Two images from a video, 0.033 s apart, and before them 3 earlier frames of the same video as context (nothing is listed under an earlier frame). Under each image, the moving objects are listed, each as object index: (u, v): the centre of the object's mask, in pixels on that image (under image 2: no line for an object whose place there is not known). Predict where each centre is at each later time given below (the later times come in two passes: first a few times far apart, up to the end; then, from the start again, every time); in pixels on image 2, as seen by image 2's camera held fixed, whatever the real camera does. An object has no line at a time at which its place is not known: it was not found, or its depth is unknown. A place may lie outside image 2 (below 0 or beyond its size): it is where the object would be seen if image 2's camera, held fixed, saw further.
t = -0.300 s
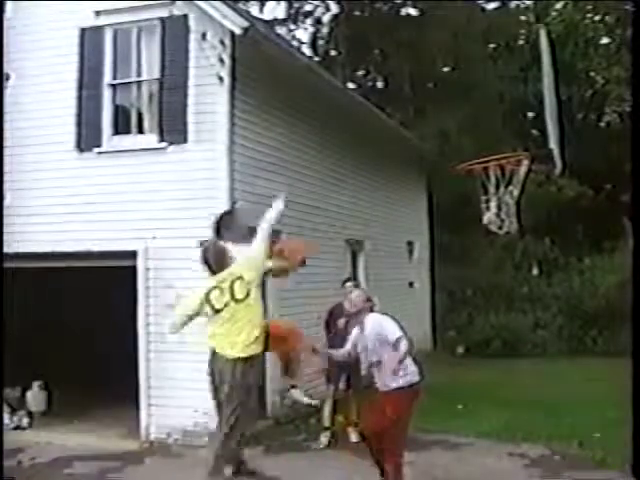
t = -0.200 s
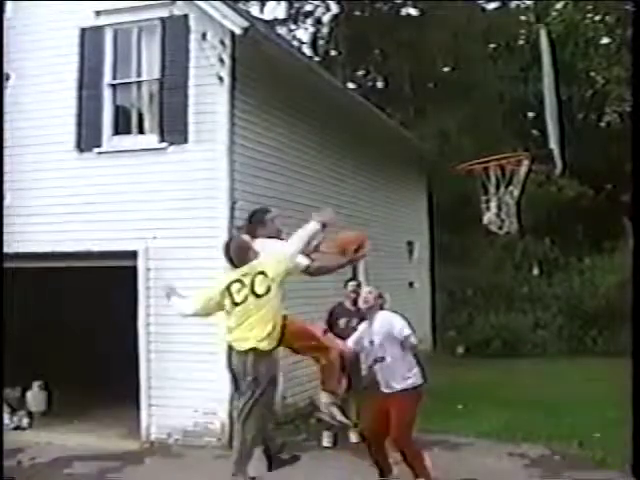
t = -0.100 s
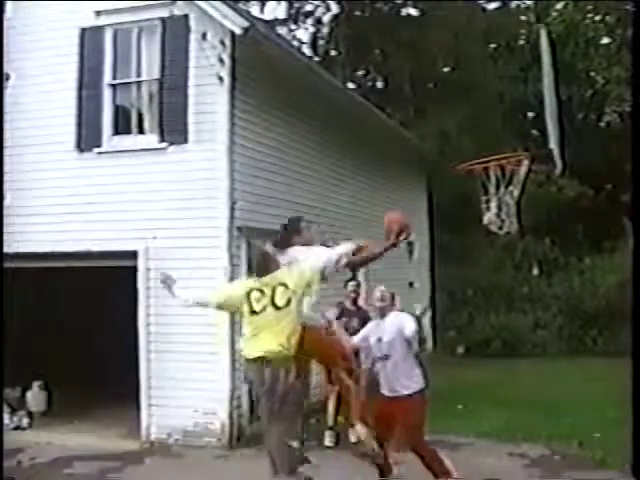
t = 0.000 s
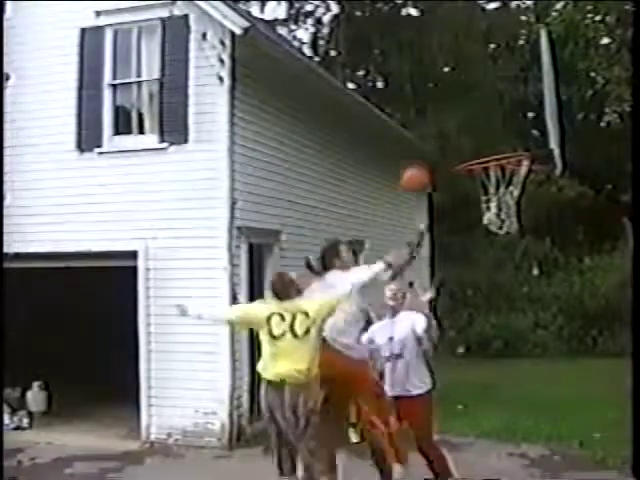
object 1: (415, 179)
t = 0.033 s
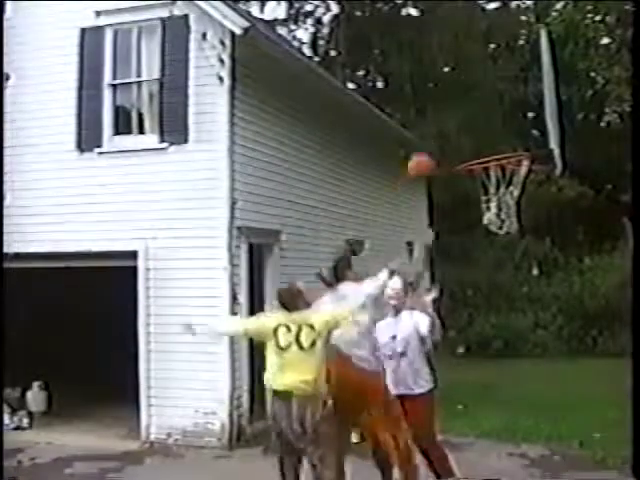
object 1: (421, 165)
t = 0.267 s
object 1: (463, 122)
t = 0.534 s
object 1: (496, 147)
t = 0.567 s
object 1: (489, 155)
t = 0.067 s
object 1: (428, 159)
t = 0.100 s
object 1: (432, 147)
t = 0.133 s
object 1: (437, 138)
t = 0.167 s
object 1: (444, 132)
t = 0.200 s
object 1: (450, 127)
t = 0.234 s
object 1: (457, 124)
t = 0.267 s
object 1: (463, 122)
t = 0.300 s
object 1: (471, 121)
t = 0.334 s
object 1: (478, 123)
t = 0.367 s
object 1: (482, 124)
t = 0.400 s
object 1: (491, 129)
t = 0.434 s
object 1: (499, 137)
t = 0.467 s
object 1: (506, 142)
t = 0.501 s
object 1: (507, 146)
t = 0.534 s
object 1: (496, 147)
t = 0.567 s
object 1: (489, 155)
